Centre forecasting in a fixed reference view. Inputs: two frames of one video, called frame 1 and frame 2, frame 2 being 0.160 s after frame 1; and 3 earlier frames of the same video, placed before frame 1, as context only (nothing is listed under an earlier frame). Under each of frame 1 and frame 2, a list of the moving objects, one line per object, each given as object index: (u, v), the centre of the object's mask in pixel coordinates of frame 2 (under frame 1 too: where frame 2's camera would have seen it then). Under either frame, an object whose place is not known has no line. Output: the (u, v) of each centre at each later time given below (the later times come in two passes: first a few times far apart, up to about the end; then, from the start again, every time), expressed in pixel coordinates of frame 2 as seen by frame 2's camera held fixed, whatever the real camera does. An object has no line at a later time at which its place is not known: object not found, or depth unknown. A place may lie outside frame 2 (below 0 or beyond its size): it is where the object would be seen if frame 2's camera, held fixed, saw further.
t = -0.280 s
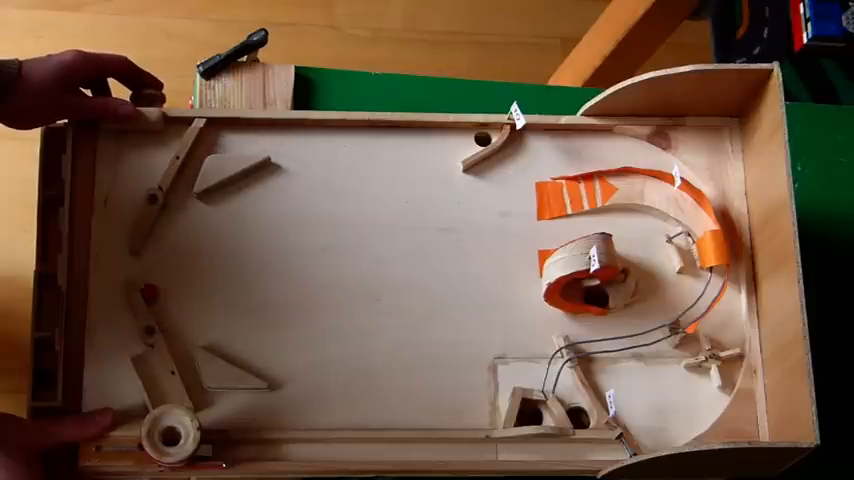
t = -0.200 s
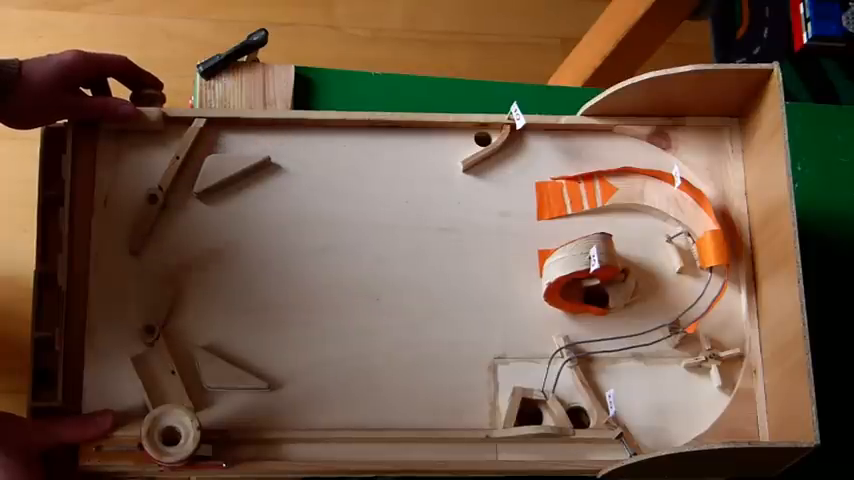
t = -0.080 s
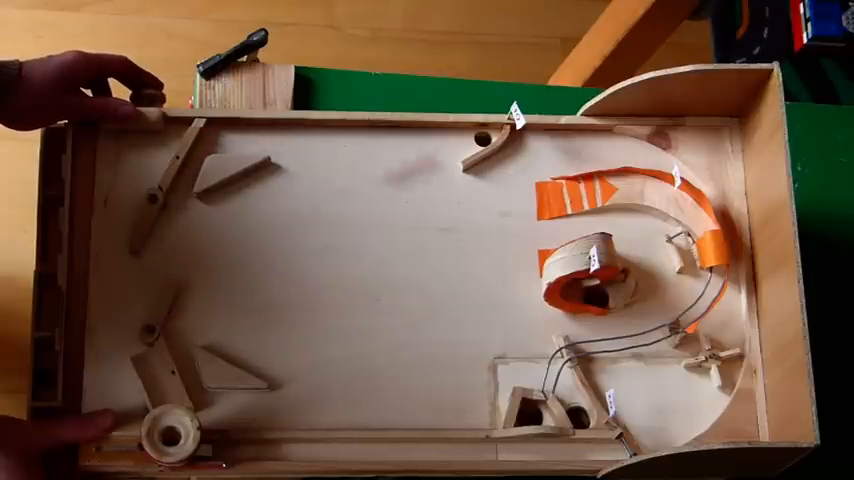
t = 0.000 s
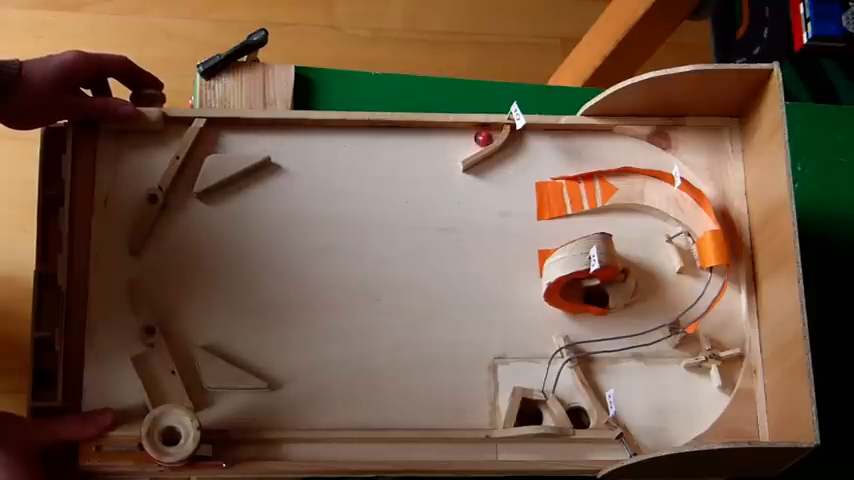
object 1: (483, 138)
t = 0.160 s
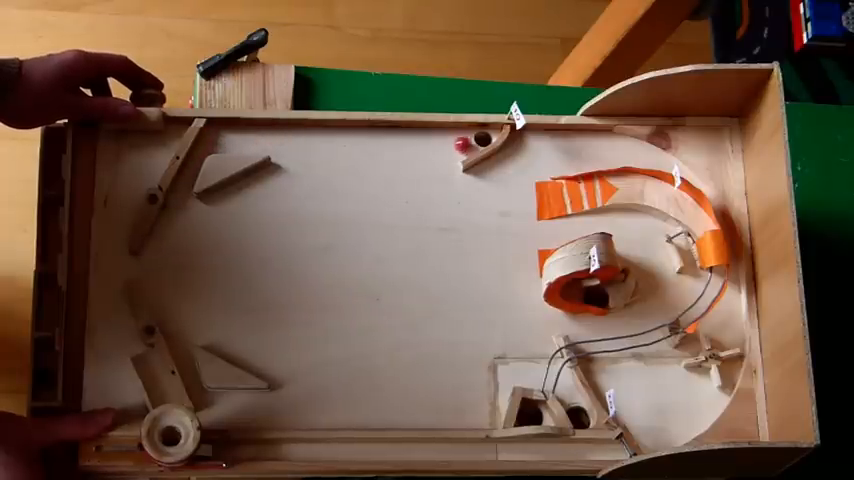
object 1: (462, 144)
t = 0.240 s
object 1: (448, 146)
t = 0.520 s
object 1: (354, 154)
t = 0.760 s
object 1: (310, 149)
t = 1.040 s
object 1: (315, 136)
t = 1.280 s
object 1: (258, 133)
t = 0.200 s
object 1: (456, 145)
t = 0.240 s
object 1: (448, 146)
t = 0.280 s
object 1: (440, 148)
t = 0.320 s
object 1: (429, 149)
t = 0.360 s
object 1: (417, 150)
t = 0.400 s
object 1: (403, 151)
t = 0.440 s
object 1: (387, 152)
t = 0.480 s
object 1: (371, 153)
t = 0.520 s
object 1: (354, 154)
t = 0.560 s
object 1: (334, 156)
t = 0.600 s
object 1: (313, 156)
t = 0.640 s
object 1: (290, 157)
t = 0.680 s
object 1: (290, 155)
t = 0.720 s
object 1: (302, 152)
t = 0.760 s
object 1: (310, 149)
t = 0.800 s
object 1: (315, 147)
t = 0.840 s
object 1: (319, 144)
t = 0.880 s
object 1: (322, 142)
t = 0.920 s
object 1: (322, 139)
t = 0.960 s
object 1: (322, 138)
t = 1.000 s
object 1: (319, 137)
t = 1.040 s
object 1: (315, 136)
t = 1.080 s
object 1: (310, 135)
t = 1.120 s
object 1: (302, 134)
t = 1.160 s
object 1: (294, 133)
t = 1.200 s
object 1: (283, 131)
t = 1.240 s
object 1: (271, 132)
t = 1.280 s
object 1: (258, 133)
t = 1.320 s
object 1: (242, 133)
